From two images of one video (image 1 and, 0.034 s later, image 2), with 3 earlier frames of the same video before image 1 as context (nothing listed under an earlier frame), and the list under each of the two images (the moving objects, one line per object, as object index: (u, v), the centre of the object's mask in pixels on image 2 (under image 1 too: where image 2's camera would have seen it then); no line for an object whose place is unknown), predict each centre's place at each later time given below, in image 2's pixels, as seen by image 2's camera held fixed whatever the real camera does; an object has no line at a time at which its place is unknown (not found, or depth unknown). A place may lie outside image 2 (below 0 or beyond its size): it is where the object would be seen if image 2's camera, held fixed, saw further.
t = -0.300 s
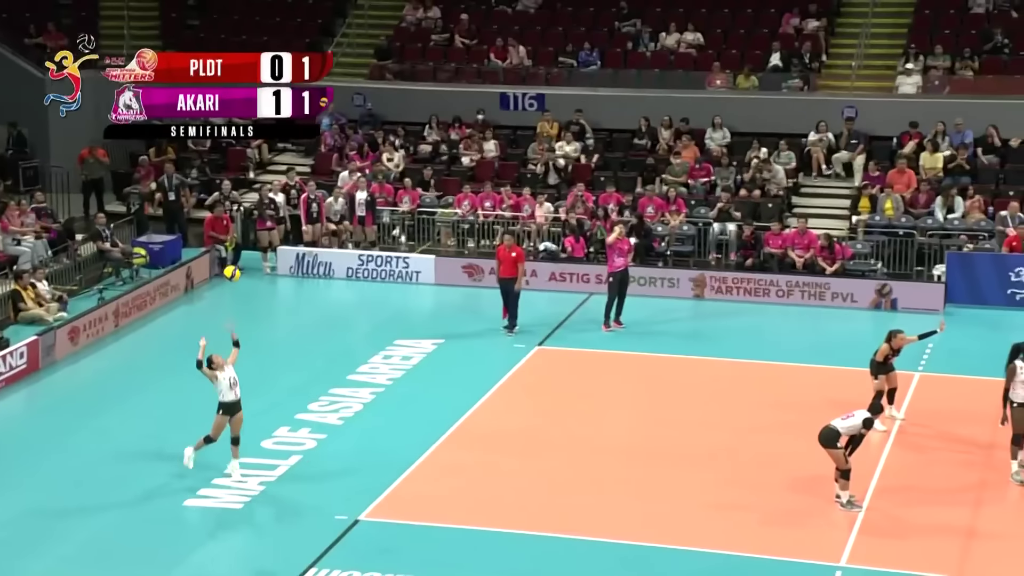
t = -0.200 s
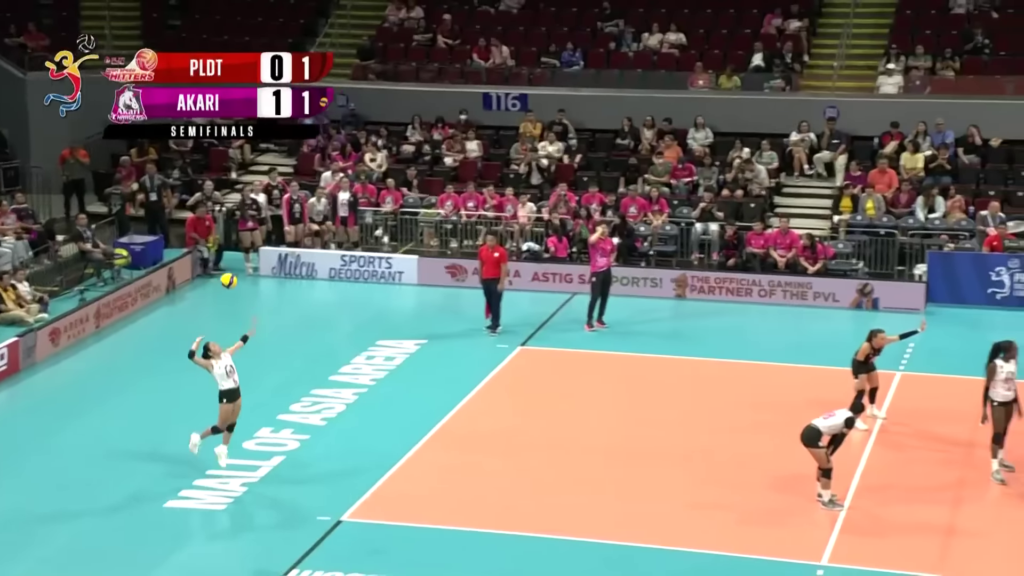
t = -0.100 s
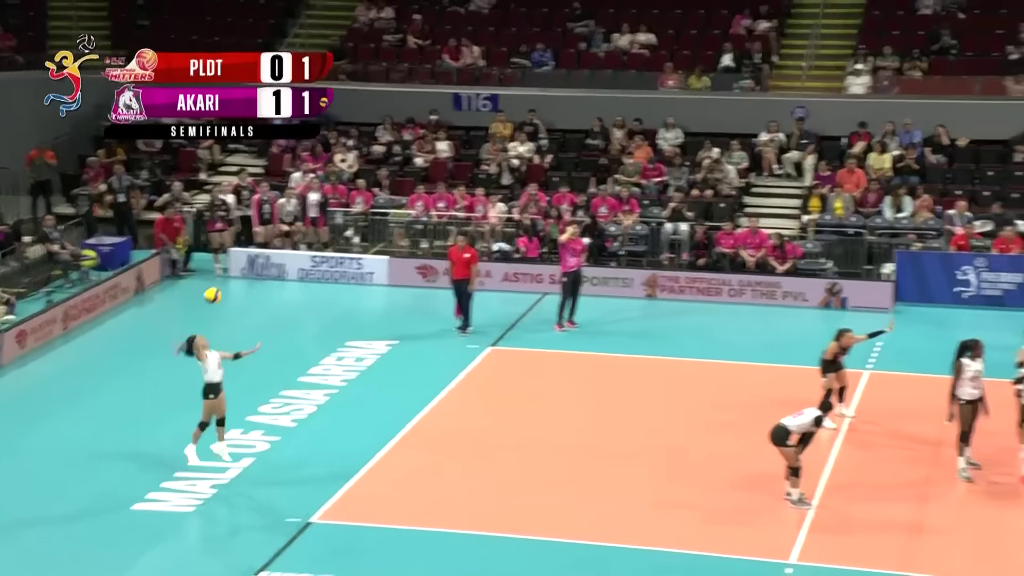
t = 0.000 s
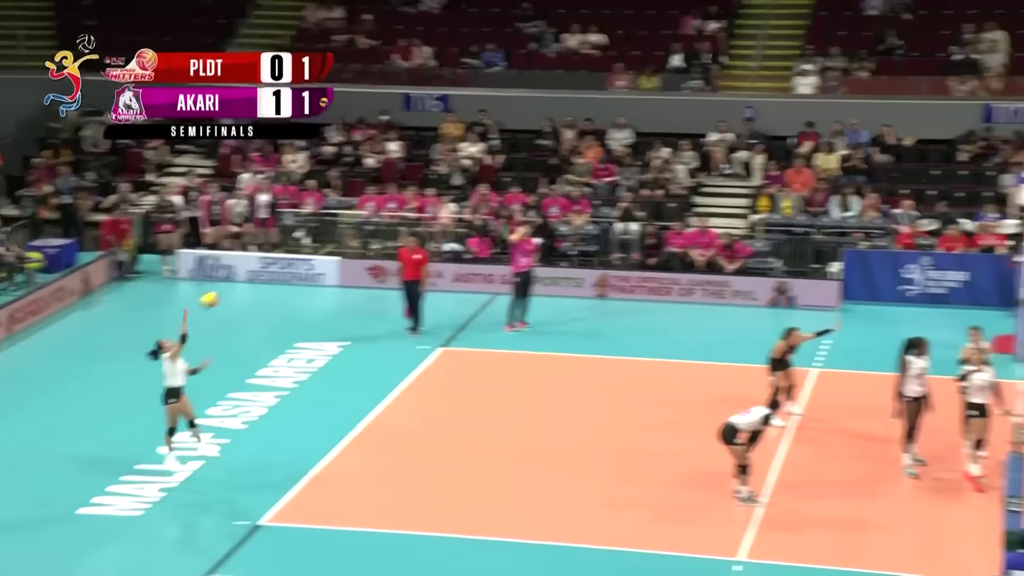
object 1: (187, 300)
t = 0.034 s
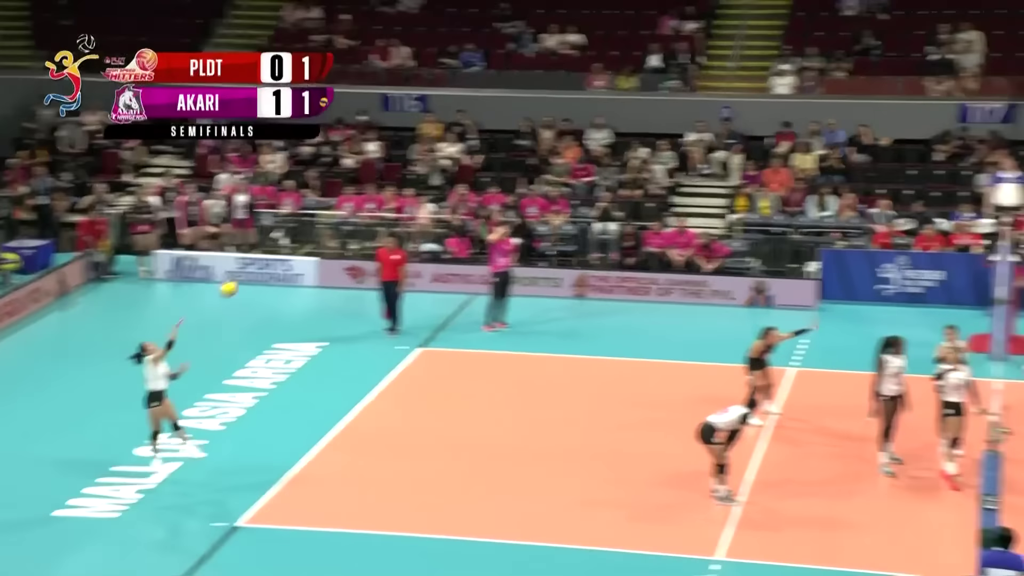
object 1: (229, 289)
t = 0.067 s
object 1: (270, 278)
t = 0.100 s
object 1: (310, 268)
